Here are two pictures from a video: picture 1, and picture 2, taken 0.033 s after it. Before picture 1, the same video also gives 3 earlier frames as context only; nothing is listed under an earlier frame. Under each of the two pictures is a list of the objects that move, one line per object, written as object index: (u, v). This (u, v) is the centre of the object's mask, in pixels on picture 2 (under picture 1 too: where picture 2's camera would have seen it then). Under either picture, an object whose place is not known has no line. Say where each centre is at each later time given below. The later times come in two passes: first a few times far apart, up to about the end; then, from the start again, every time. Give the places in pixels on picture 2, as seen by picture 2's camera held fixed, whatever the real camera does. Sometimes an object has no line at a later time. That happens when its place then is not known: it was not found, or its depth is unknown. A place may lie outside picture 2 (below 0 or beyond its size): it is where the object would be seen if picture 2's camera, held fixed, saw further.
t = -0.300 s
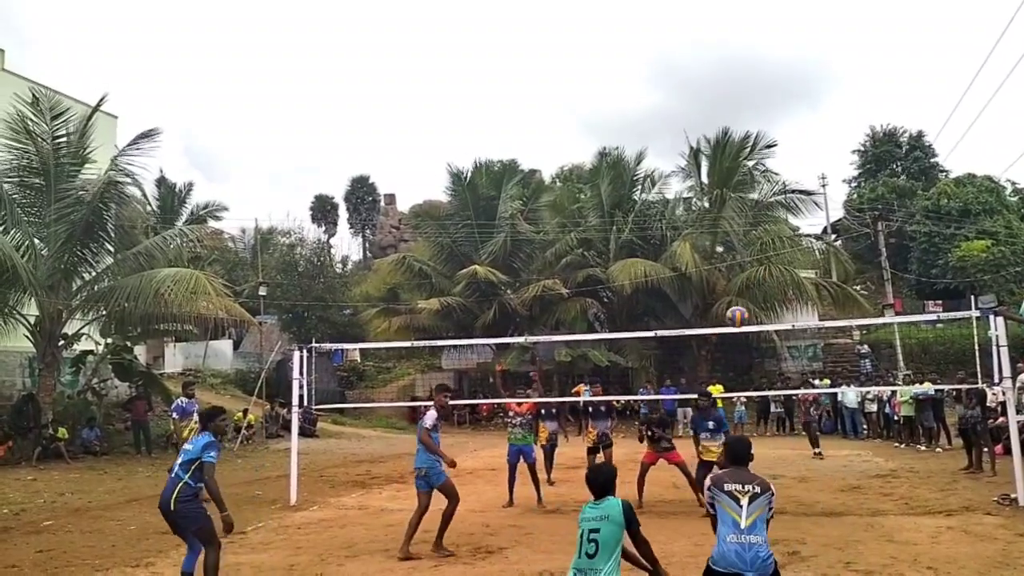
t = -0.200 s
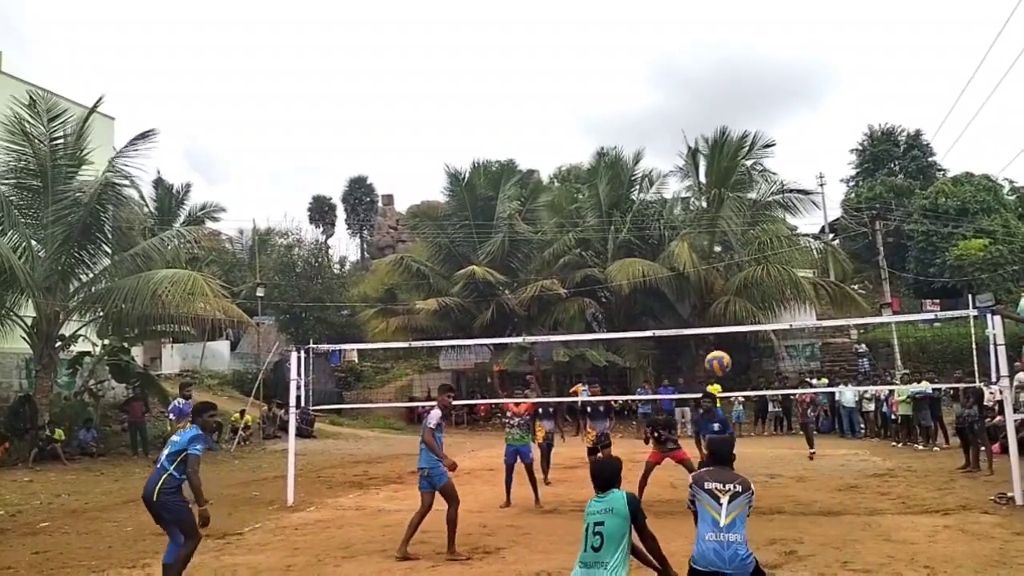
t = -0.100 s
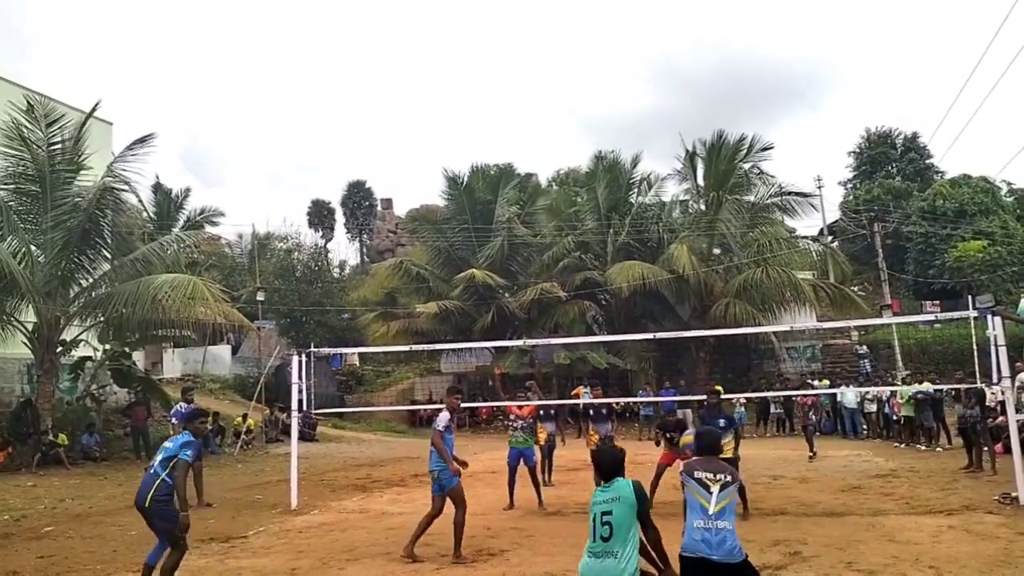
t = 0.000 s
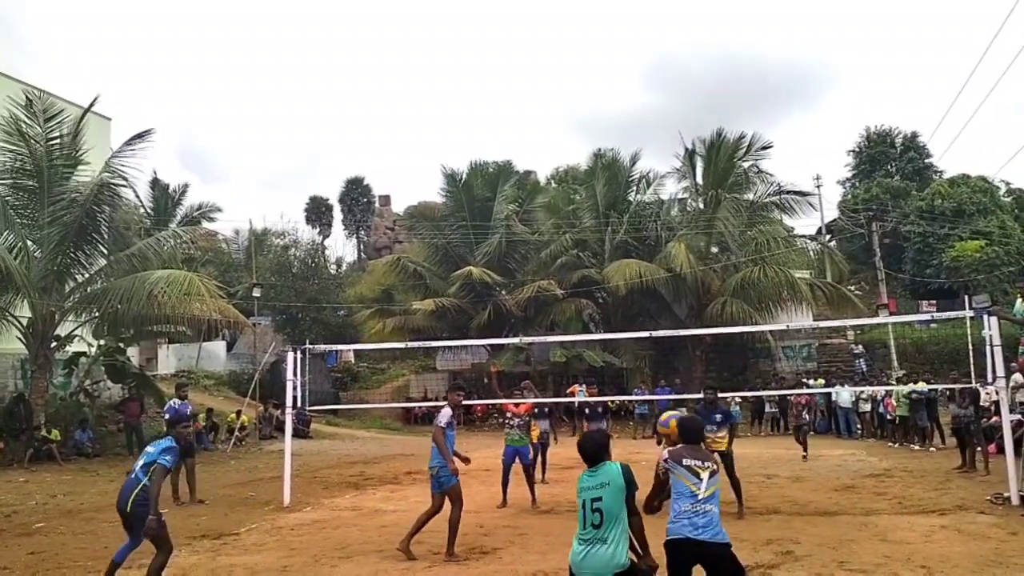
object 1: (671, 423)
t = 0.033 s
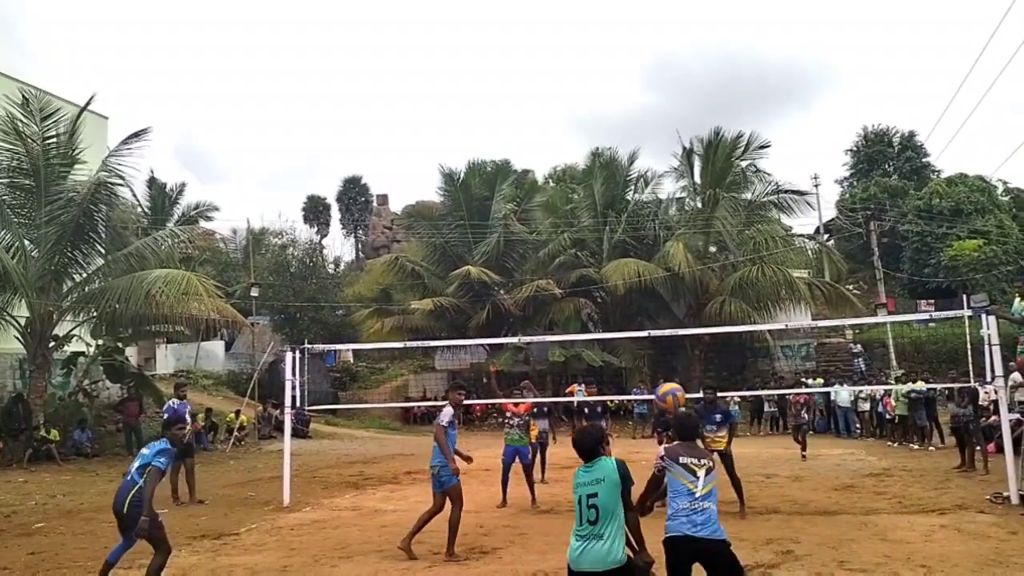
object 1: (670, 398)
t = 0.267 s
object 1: (663, 267)
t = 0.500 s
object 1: (662, 225)
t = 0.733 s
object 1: (665, 235)
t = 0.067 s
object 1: (668, 371)
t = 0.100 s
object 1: (667, 348)
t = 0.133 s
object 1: (667, 327)
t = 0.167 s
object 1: (665, 308)
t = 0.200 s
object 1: (664, 294)
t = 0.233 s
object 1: (663, 280)
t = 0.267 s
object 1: (663, 267)
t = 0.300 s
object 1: (662, 257)
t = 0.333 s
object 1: (661, 249)
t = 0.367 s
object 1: (662, 240)
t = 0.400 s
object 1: (661, 235)
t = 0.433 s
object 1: (662, 230)
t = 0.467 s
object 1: (662, 227)
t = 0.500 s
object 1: (662, 225)
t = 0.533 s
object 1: (661, 223)
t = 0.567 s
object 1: (662, 223)
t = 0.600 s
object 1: (663, 225)
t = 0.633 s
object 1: (663, 225)
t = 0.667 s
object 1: (663, 226)
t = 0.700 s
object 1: (664, 230)
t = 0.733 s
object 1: (665, 235)
